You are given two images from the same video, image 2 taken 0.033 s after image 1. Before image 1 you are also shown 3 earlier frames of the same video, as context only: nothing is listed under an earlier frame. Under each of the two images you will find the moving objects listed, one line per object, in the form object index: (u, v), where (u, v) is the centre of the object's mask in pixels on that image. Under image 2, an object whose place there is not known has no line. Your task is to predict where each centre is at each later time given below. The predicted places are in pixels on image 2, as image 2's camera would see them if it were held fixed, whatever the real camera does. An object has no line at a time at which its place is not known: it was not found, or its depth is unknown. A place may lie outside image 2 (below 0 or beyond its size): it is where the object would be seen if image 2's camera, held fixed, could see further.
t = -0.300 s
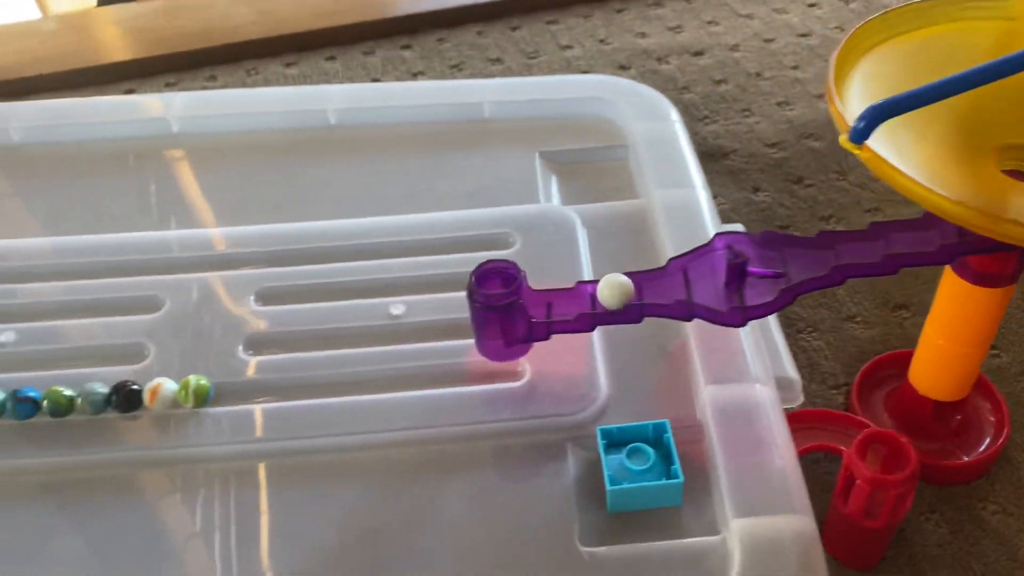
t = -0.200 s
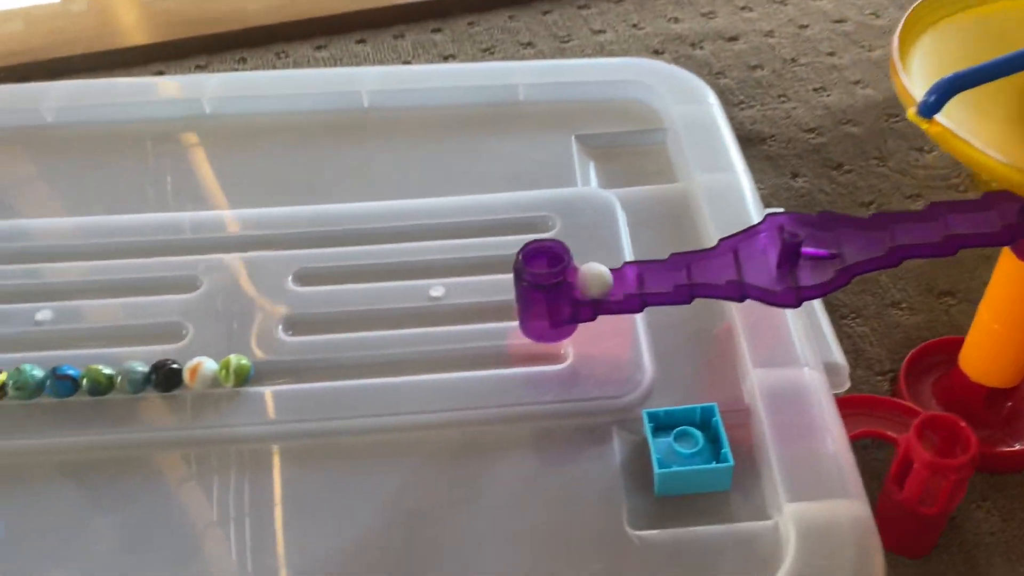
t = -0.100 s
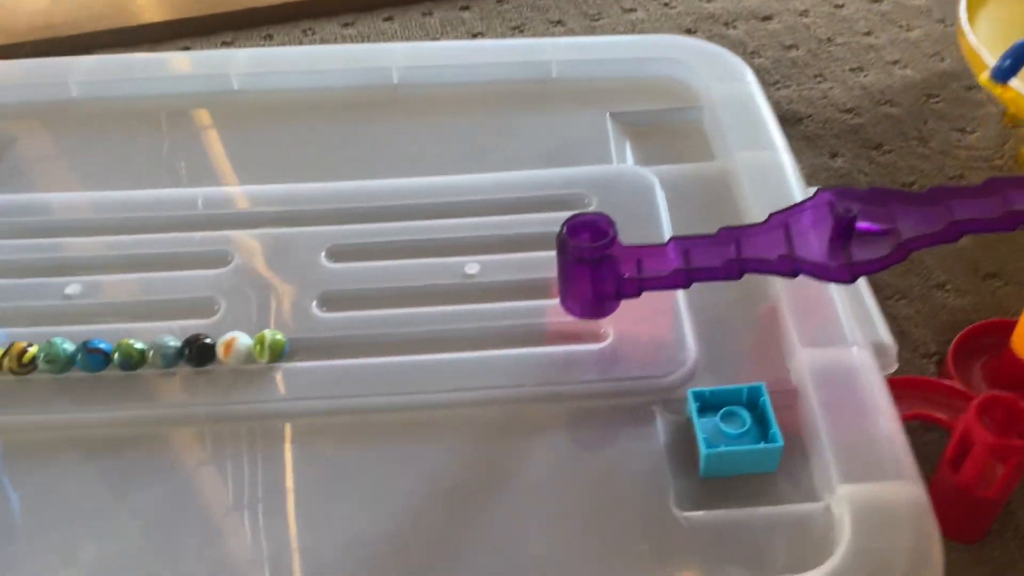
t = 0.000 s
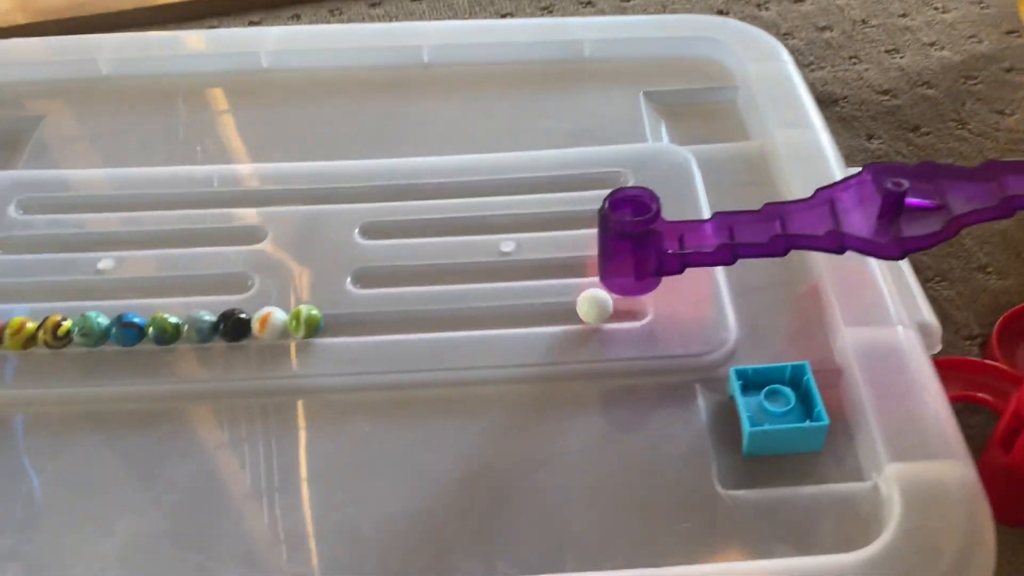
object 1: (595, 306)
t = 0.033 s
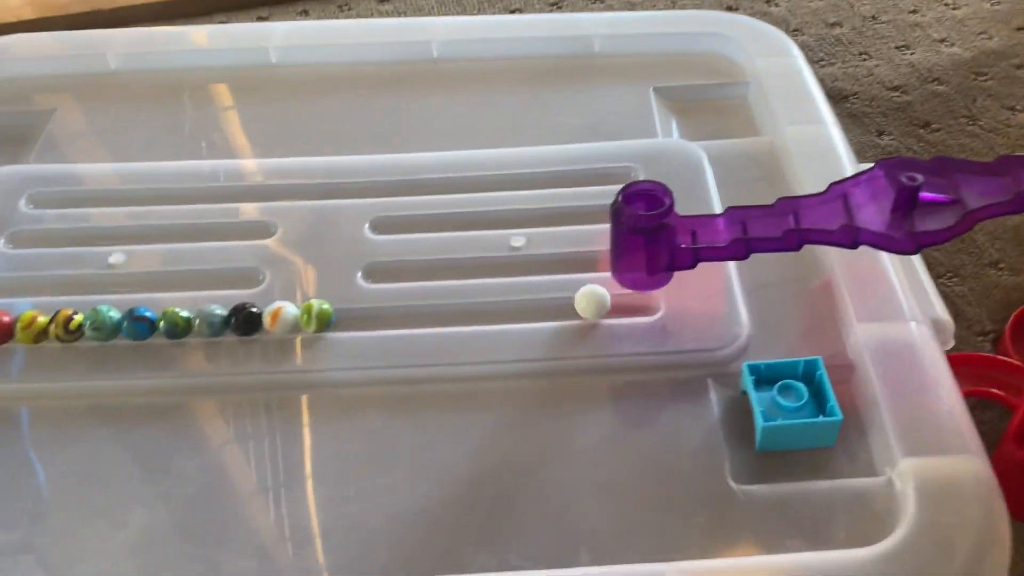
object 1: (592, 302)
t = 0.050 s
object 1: (585, 302)
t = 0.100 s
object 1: (564, 303)
